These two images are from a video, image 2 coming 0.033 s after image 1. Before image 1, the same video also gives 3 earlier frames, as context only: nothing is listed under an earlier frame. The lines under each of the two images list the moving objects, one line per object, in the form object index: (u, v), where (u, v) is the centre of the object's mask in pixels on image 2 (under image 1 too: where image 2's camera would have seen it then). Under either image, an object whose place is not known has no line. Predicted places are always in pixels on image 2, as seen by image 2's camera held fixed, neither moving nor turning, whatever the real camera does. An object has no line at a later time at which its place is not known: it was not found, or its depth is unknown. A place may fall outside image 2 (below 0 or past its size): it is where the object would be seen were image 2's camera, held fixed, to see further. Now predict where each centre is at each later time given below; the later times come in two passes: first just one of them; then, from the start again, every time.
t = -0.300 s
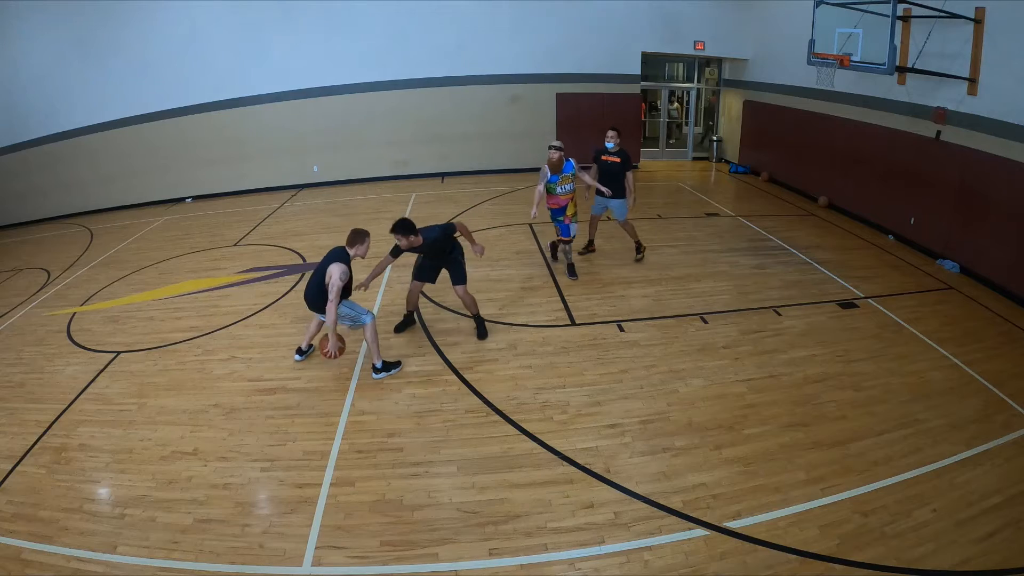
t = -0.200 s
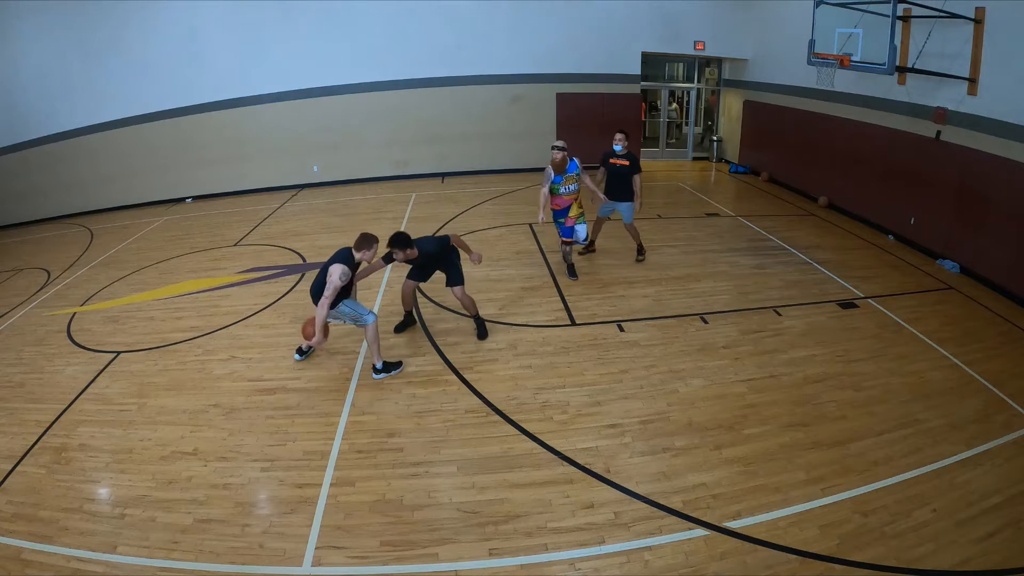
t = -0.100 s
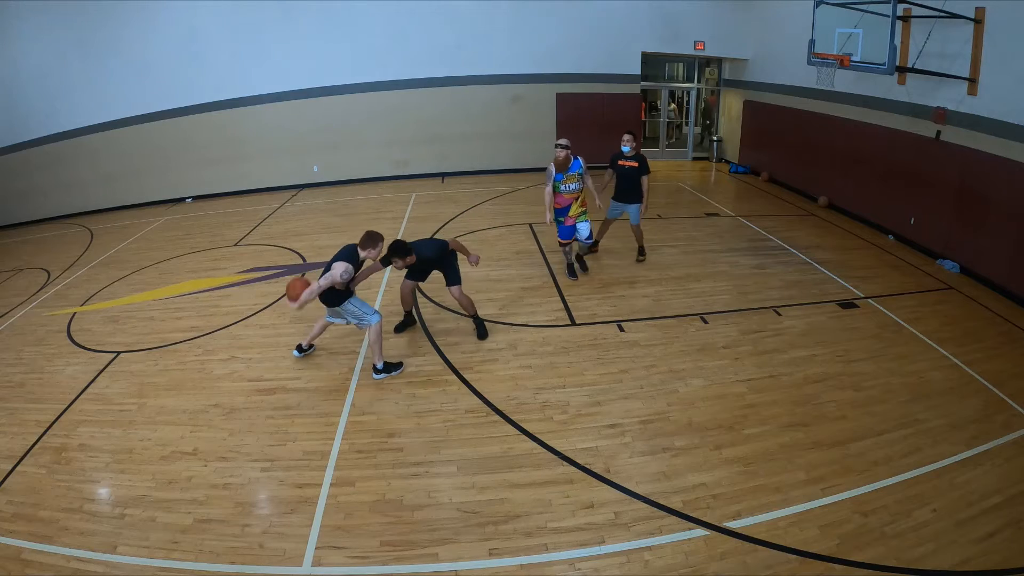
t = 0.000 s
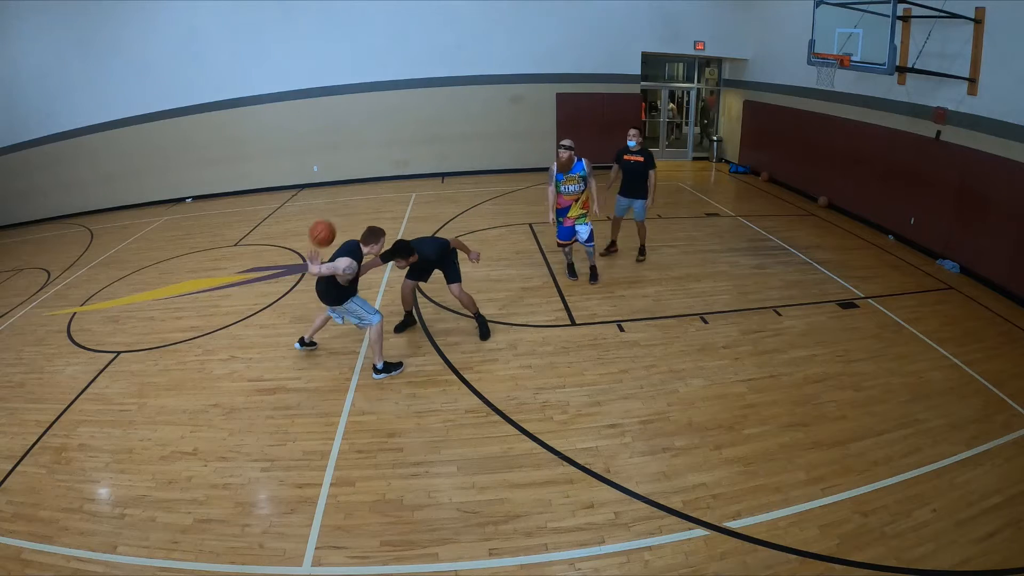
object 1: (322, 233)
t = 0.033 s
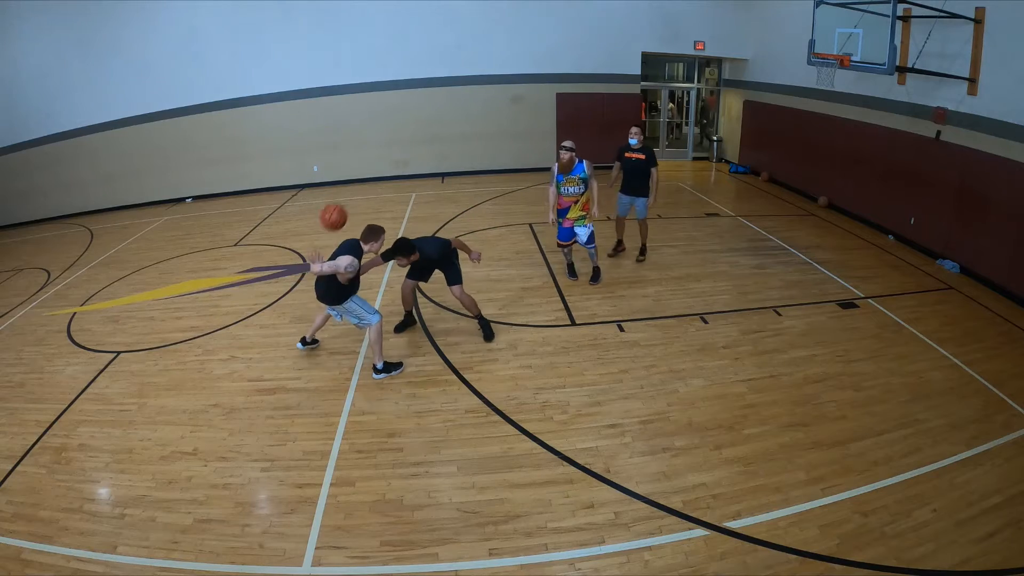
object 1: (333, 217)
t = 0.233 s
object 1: (404, 147)
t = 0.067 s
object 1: (345, 201)
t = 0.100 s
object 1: (357, 187)
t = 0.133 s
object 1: (369, 175)
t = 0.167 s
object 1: (381, 164)
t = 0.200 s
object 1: (393, 155)
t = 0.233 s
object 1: (404, 147)
